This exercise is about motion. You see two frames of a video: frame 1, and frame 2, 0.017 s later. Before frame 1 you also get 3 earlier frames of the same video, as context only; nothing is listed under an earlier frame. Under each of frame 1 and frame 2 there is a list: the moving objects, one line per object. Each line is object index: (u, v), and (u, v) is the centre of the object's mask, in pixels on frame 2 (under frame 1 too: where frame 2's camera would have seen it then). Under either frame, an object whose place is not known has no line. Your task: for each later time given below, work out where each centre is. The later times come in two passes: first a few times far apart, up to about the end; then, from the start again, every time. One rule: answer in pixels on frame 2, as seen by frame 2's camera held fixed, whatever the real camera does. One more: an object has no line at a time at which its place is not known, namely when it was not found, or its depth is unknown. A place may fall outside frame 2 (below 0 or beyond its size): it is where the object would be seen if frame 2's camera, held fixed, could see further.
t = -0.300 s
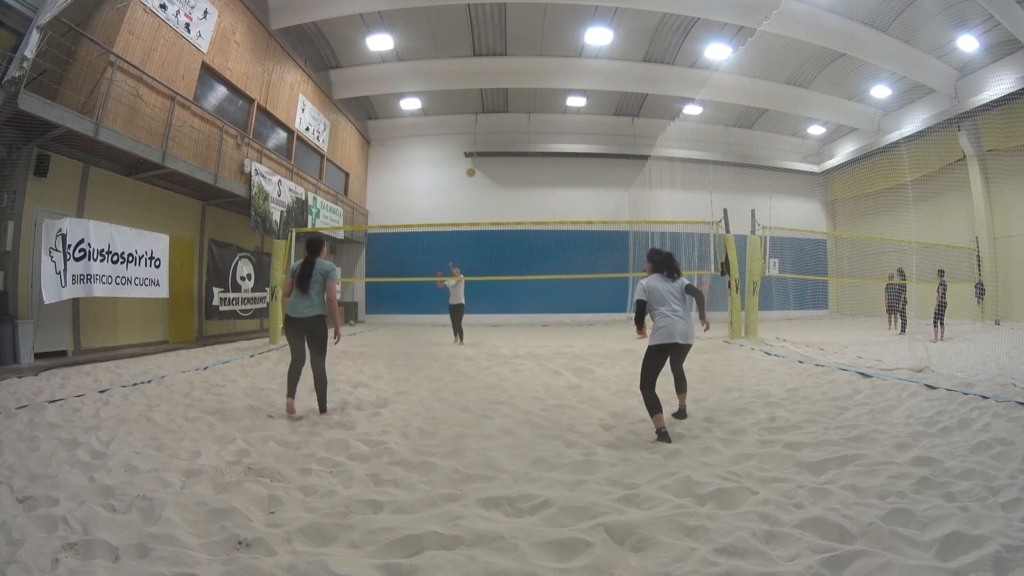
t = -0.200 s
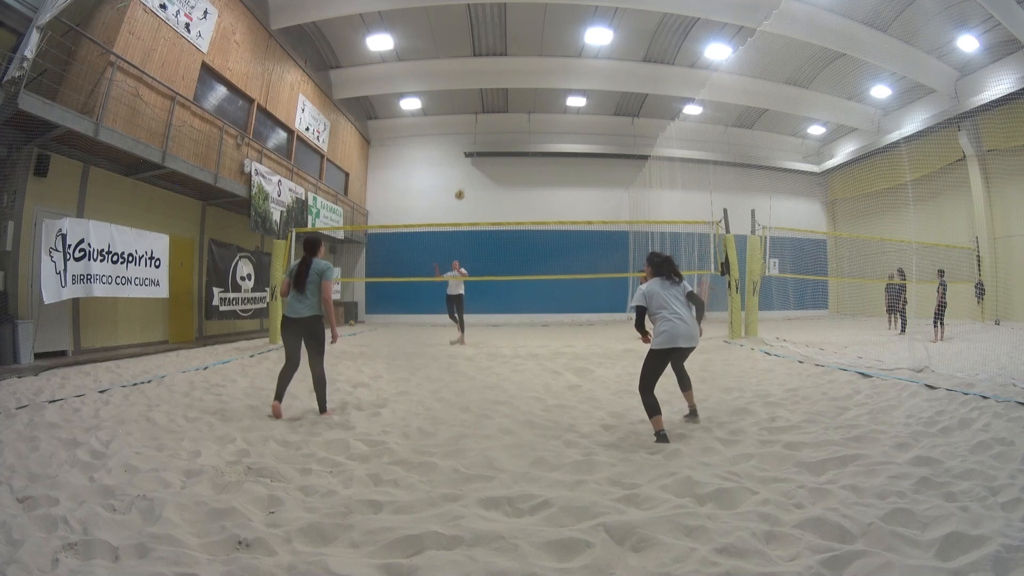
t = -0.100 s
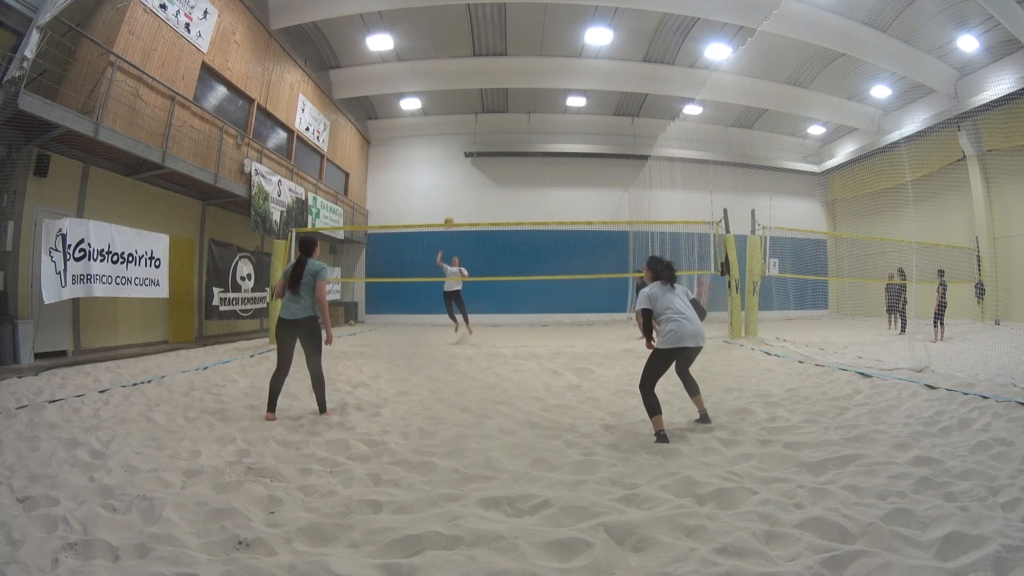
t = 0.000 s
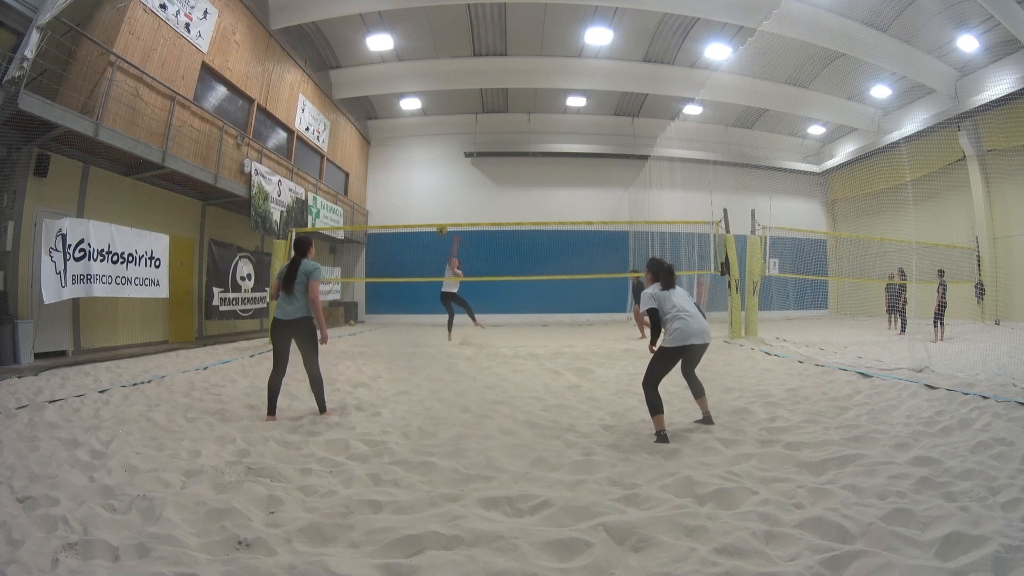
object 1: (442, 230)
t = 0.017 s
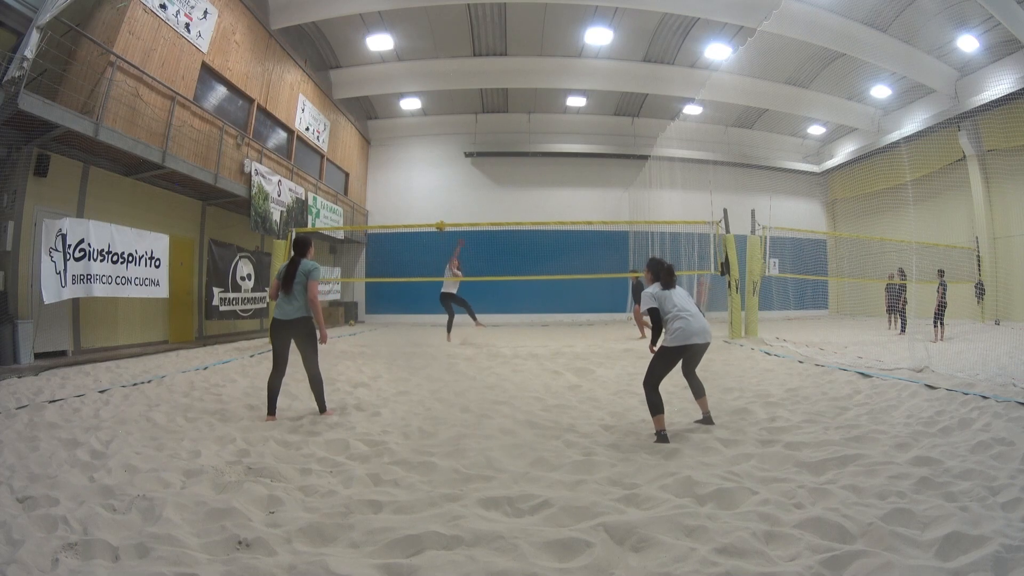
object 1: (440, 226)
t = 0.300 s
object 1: (421, 195)
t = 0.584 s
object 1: (382, 214)
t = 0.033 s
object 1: (440, 223)
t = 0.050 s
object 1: (439, 219)
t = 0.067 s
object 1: (438, 218)
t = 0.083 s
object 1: (437, 216)
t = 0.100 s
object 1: (436, 213)
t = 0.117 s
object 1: (435, 211)
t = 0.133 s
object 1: (434, 209)
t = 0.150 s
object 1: (433, 207)
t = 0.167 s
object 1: (432, 205)
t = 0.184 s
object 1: (431, 203)
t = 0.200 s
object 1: (429, 202)
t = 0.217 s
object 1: (428, 200)
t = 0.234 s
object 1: (427, 199)
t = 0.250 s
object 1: (426, 198)
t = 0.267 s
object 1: (424, 196)
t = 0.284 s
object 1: (423, 195)
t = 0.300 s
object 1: (421, 195)
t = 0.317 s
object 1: (420, 194)
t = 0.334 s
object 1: (418, 194)
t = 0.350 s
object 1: (416, 193)
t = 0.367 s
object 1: (414, 193)
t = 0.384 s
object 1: (413, 193)
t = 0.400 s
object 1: (411, 193)
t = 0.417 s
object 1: (409, 194)
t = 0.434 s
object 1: (406, 195)
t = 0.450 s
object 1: (404, 196)
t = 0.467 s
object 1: (402, 197)
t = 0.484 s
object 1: (399, 198)
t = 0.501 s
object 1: (397, 200)
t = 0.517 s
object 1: (394, 202)
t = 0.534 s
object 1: (391, 205)
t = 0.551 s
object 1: (388, 208)
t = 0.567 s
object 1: (385, 211)
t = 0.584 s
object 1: (382, 214)
